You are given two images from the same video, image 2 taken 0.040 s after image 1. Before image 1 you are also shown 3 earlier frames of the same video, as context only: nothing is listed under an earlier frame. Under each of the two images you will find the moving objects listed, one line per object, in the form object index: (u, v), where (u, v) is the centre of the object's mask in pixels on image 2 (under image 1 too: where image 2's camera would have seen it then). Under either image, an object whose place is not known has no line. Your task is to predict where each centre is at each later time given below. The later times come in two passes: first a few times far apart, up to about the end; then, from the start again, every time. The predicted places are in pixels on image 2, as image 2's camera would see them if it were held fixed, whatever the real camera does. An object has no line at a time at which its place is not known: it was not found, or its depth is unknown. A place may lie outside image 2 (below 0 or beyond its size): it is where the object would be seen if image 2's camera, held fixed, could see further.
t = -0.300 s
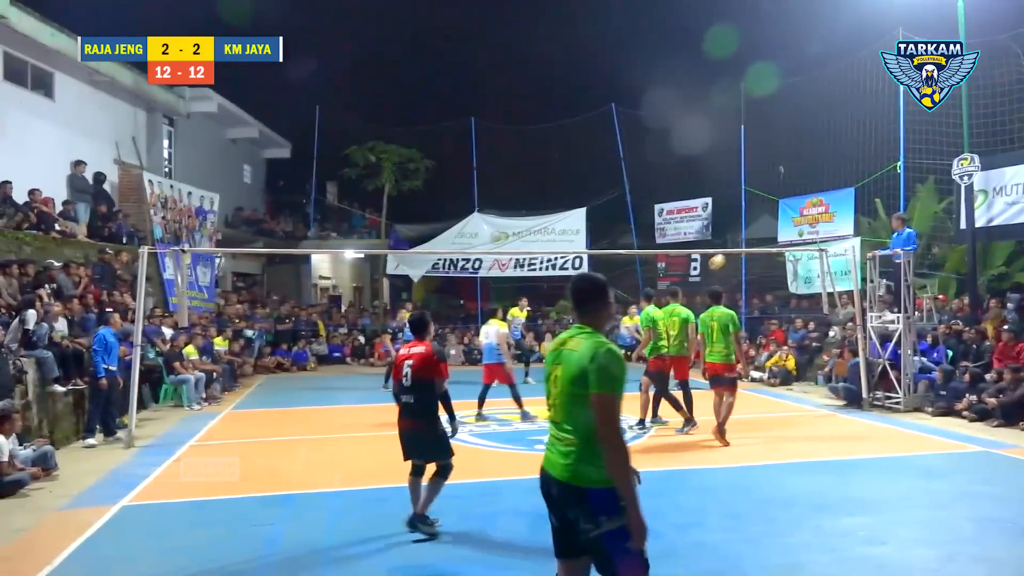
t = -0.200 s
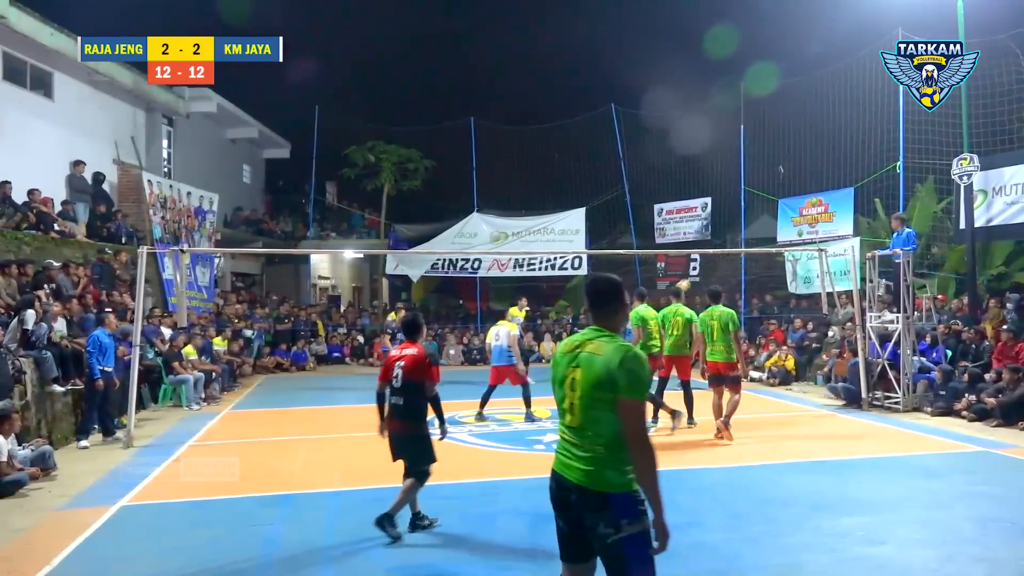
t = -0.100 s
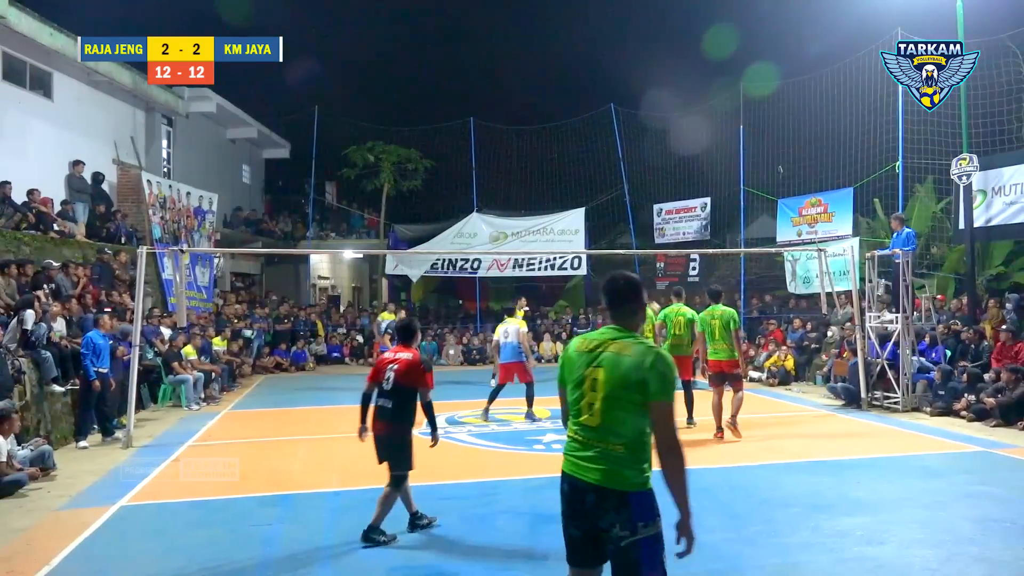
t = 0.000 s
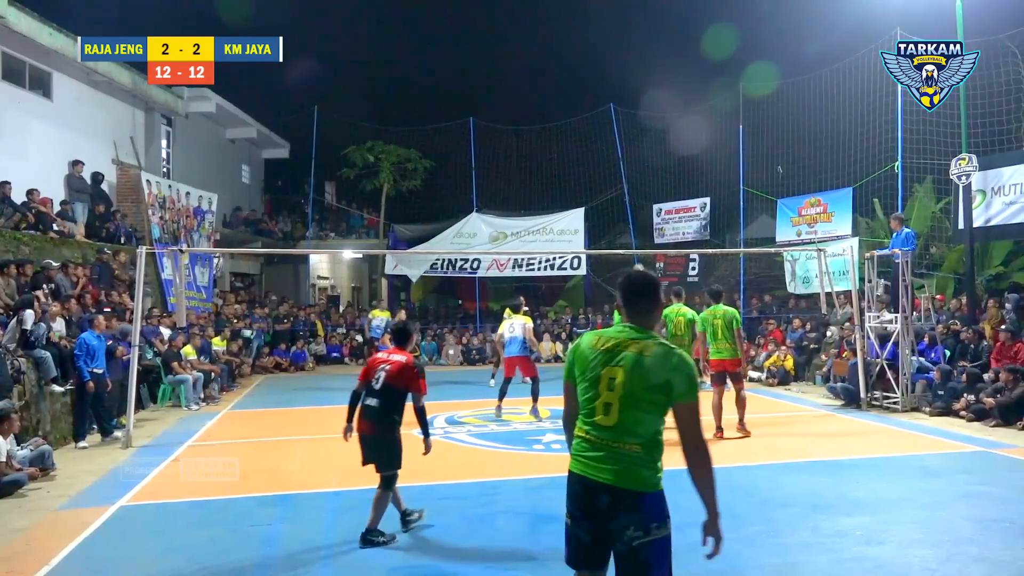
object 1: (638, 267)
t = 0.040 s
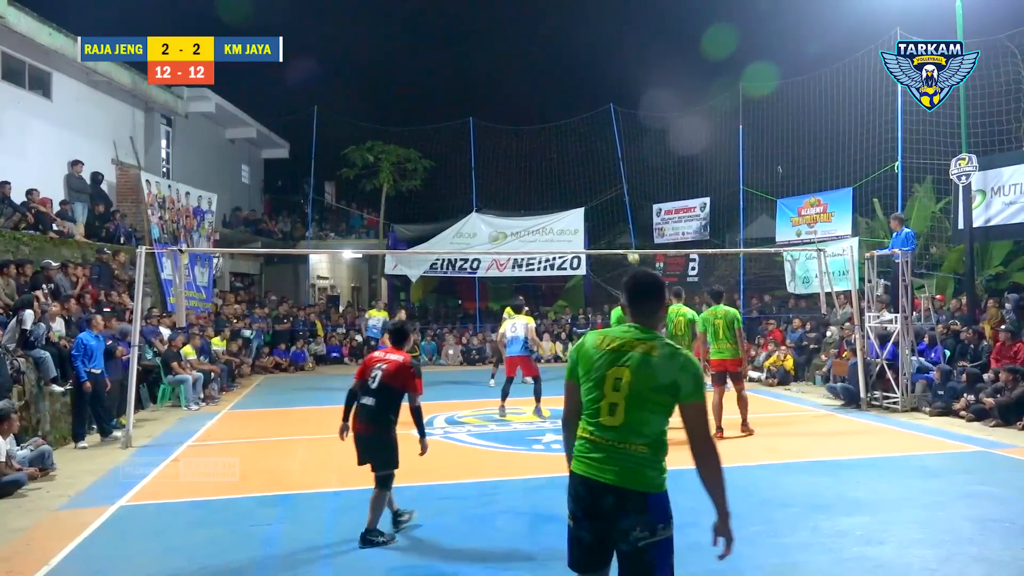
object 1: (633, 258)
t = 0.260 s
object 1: (599, 189)
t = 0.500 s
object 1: (558, 141)
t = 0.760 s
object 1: (511, 122)
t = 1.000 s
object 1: (464, 137)
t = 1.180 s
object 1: (427, 171)
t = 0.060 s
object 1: (629, 246)
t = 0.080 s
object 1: (627, 242)
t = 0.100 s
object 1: (624, 236)
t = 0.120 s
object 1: (621, 230)
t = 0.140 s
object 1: (618, 224)
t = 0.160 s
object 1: (615, 217)
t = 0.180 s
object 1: (612, 212)
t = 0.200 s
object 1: (608, 205)
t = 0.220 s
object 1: (605, 200)
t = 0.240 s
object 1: (602, 195)
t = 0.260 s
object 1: (599, 189)
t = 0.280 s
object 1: (595, 184)
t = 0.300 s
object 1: (592, 179)
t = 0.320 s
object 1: (589, 175)
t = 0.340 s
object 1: (586, 170)
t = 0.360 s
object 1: (582, 166)
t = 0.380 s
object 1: (579, 162)
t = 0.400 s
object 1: (575, 158)
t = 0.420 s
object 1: (572, 154)
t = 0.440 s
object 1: (569, 151)
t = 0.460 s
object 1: (565, 147)
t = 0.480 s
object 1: (562, 144)
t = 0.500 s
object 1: (558, 141)
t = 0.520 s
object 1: (555, 138)
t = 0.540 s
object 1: (551, 136)
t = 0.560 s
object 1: (548, 134)
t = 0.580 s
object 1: (544, 131)
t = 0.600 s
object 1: (540, 129)
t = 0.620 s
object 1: (537, 128)
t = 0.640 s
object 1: (533, 126)
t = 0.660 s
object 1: (529, 125)
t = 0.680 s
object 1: (526, 124)
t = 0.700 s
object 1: (522, 123)
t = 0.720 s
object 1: (518, 122)
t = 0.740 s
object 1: (515, 122)
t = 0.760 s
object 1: (511, 122)
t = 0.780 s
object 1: (508, 122)
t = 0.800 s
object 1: (504, 122)
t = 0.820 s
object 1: (500, 122)
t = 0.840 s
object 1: (496, 123)
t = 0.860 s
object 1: (492, 124)
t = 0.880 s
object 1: (488, 125)
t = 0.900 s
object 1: (484, 127)
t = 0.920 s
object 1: (480, 128)
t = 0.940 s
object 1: (476, 130)
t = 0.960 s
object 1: (472, 132)
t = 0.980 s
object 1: (468, 134)
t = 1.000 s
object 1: (464, 137)
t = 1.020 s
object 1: (460, 140)
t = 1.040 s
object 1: (456, 143)
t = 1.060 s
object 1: (452, 146)
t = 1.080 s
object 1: (447, 149)
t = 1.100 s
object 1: (444, 154)
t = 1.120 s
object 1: (439, 158)
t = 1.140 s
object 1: (435, 162)
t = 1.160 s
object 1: (431, 166)
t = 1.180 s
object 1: (427, 171)
